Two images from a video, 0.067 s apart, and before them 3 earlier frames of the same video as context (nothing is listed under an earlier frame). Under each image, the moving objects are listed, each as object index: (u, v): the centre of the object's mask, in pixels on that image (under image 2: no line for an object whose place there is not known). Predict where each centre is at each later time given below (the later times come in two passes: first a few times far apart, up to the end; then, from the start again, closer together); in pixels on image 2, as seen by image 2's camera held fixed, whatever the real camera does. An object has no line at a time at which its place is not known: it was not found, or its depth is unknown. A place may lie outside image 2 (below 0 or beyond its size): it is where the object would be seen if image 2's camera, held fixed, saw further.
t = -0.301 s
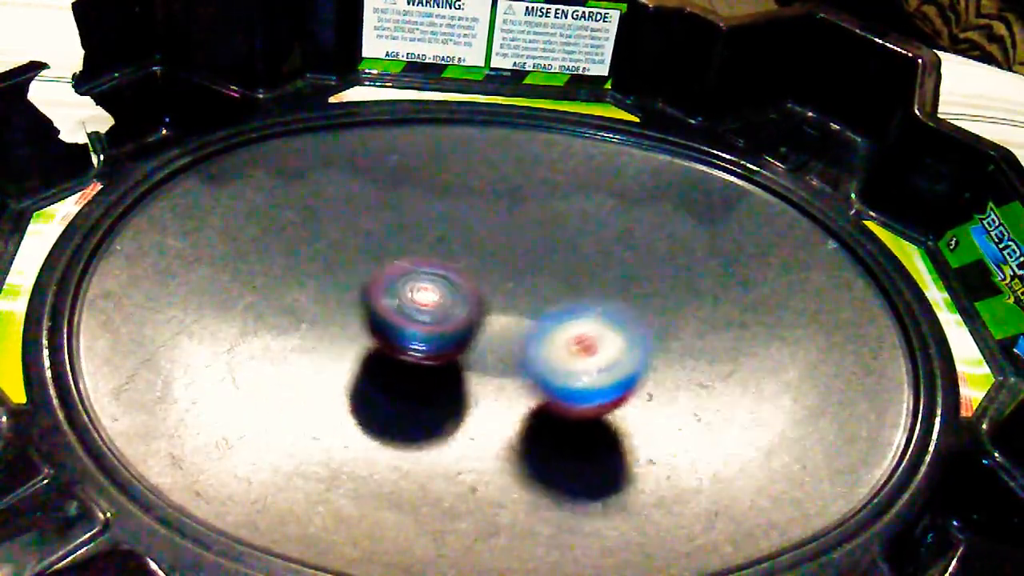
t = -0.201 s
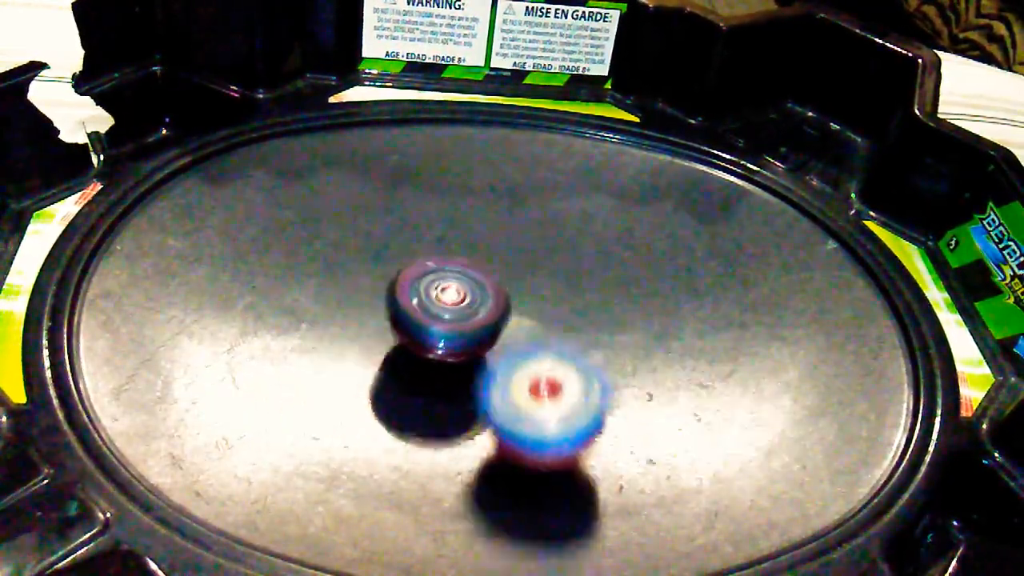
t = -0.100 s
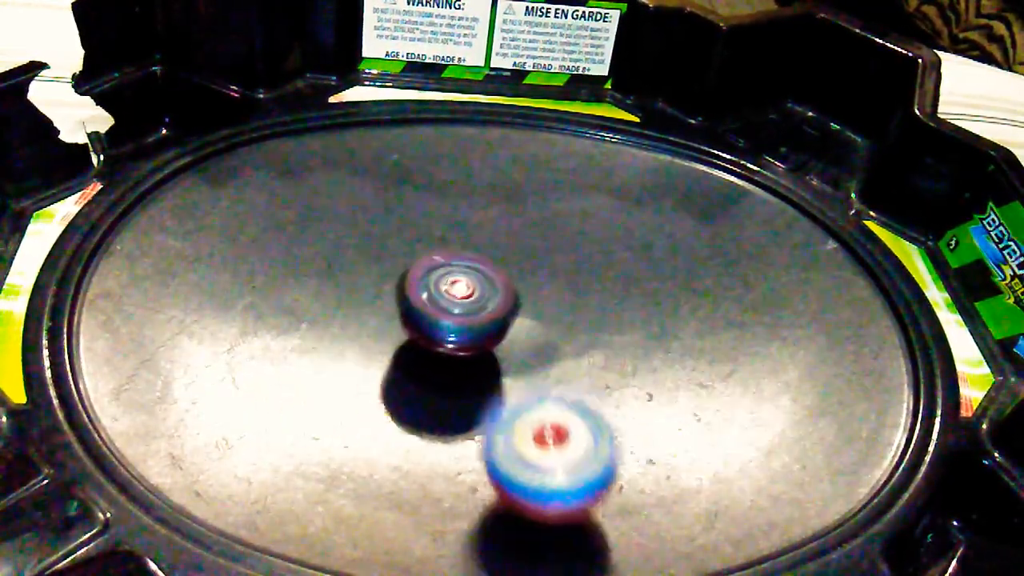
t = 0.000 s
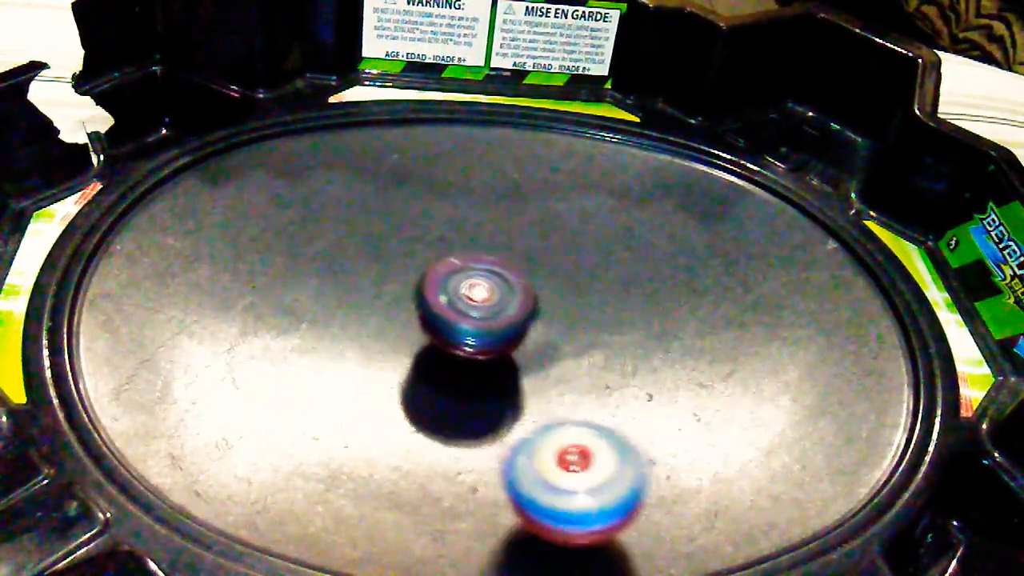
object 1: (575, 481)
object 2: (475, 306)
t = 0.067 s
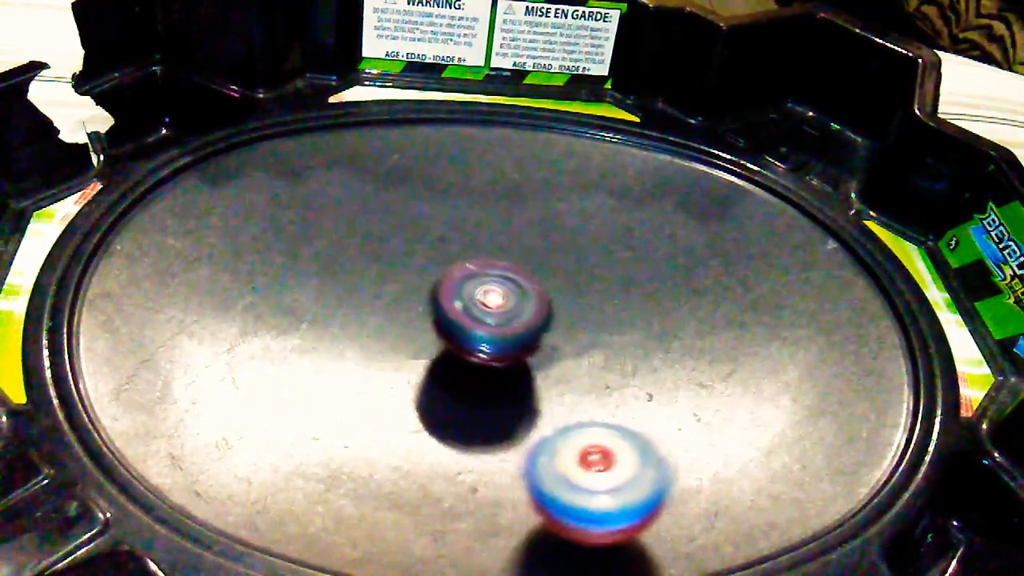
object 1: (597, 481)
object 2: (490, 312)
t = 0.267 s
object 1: (638, 429)
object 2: (538, 346)
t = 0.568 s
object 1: (637, 405)
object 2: (499, 264)
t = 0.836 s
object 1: (438, 337)
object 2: (521, 269)
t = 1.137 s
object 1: (256, 357)
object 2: (492, 341)
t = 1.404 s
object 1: (294, 417)
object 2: (452, 373)
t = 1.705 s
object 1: (383, 377)
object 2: (520, 357)
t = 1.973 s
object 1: (344, 266)
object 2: (576, 354)
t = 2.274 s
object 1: (295, 256)
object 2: (569, 332)
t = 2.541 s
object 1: (404, 299)
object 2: (547, 300)
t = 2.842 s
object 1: (452, 327)
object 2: (676, 300)
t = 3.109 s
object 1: (496, 333)
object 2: (658, 351)
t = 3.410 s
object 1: (452, 319)
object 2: (660, 378)
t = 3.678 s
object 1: (428, 316)
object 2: (574, 345)
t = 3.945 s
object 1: (379, 314)
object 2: (545, 309)
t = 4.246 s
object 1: (387, 328)
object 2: (515, 283)
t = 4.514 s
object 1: (404, 347)
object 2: (533, 250)
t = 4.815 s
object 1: (455, 344)
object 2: (553, 282)
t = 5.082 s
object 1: (426, 362)
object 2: (619, 283)
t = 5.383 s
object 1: (456, 343)
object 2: (594, 334)
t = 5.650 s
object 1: (409, 321)
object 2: (579, 351)
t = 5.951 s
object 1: (319, 276)
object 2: (614, 367)
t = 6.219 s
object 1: (279, 271)
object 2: (636, 377)
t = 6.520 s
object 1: (369, 300)
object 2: (576, 331)
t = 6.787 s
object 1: (456, 319)
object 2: (584, 287)
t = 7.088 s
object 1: (502, 356)
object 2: (601, 283)
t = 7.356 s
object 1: (531, 396)
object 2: (566, 292)
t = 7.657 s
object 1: (528, 423)
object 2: (524, 296)
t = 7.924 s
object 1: (507, 402)
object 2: (447, 302)
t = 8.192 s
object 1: (496, 384)
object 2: (406, 297)
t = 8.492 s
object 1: (531, 362)
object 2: (373, 298)
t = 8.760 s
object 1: (521, 325)
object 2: (368, 329)
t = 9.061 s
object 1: (507, 336)
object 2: (360, 353)
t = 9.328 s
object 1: (662, 291)
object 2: (300, 351)
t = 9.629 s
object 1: (583, 265)
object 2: (410, 356)
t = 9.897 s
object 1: (552, 238)
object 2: (415, 431)
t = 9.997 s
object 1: (540, 235)
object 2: (411, 435)
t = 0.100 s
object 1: (607, 478)
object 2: (498, 316)
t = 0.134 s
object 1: (616, 473)
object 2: (506, 322)
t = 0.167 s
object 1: (626, 467)
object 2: (513, 328)
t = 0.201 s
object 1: (633, 457)
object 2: (522, 333)
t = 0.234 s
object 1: (637, 445)
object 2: (530, 339)
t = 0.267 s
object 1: (638, 429)
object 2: (538, 346)
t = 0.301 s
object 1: (641, 423)
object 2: (539, 348)
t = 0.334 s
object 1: (661, 433)
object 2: (527, 331)
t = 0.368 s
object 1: (675, 441)
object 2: (516, 316)
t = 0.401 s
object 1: (681, 443)
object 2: (509, 304)
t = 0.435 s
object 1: (681, 441)
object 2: (505, 293)
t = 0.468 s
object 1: (676, 437)
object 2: (502, 284)
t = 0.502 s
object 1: (664, 427)
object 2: (500, 275)
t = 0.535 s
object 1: (652, 416)
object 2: (499, 269)
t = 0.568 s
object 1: (637, 405)
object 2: (499, 264)
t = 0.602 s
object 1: (620, 392)
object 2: (500, 260)
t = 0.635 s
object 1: (600, 382)
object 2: (502, 257)
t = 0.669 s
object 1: (576, 372)
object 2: (504, 255)
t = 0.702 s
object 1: (552, 363)
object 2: (507, 255)
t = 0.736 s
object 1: (518, 354)
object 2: (510, 255)
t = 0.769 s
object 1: (497, 350)
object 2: (514, 257)
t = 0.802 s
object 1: (471, 344)
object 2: (519, 262)
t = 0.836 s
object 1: (438, 337)
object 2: (521, 269)
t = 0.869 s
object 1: (410, 331)
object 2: (521, 278)
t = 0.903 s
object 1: (381, 328)
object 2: (522, 286)
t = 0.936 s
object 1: (355, 327)
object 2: (521, 295)
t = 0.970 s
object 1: (332, 327)
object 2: (518, 302)
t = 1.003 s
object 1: (310, 329)
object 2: (514, 309)
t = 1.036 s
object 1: (291, 332)
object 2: (509, 317)
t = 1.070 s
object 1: (277, 338)
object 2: (504, 324)
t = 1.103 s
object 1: (265, 346)
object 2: (498, 332)
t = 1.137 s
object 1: (256, 357)
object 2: (492, 341)
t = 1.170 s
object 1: (253, 367)
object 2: (487, 348)
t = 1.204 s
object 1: (252, 377)
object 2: (479, 355)
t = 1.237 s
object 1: (257, 387)
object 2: (471, 362)
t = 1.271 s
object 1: (265, 396)
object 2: (463, 368)
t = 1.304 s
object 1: (279, 404)
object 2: (454, 373)
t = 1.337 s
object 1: (296, 407)
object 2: (443, 379)
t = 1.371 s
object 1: (304, 409)
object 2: (441, 379)
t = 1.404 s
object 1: (294, 417)
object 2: (452, 373)
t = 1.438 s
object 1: (291, 421)
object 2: (463, 368)
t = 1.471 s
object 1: (294, 424)
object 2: (474, 363)
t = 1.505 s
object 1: (302, 424)
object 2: (483, 360)
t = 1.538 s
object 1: (314, 422)
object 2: (490, 357)
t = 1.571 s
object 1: (328, 415)
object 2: (498, 356)
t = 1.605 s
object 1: (342, 409)
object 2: (505, 355)
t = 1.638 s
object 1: (356, 398)
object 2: (510, 355)
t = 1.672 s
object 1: (370, 388)
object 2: (516, 356)
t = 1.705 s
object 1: (383, 377)
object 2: (520, 357)
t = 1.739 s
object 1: (392, 365)
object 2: (524, 356)
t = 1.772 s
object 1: (392, 350)
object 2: (532, 356)
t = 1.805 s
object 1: (386, 335)
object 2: (545, 356)
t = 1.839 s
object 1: (377, 319)
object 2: (556, 356)
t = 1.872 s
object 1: (369, 303)
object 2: (564, 356)
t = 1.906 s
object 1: (361, 289)
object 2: (570, 356)
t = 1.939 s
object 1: (353, 277)
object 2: (574, 355)
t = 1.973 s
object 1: (344, 266)
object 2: (576, 354)
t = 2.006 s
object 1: (334, 258)
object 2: (577, 353)
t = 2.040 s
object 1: (325, 251)
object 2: (578, 352)
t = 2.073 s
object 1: (315, 246)
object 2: (578, 350)
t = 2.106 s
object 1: (305, 244)
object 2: (577, 347)
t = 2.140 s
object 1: (297, 245)
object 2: (576, 345)
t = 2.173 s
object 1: (292, 246)
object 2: (575, 342)
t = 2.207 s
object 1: (290, 248)
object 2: (573, 339)
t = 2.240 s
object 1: (292, 252)
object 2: (571, 335)
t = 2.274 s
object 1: (295, 256)
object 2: (569, 332)
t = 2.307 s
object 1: (303, 262)
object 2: (566, 330)
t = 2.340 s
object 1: (312, 268)
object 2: (563, 327)
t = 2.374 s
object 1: (324, 275)
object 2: (558, 323)
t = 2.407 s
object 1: (337, 281)
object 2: (555, 318)
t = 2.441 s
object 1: (353, 287)
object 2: (552, 313)
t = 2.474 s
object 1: (371, 292)
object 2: (551, 308)
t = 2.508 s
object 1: (388, 296)
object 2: (549, 304)
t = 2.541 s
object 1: (404, 299)
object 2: (547, 300)
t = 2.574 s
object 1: (422, 302)
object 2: (546, 296)
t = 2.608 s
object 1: (422, 305)
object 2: (560, 289)
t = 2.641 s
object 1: (414, 308)
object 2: (580, 284)
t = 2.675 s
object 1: (411, 311)
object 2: (601, 282)
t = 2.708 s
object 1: (412, 314)
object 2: (619, 281)
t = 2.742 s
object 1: (416, 317)
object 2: (635, 283)
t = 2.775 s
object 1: (432, 323)
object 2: (661, 290)
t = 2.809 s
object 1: (441, 325)
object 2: (670, 295)
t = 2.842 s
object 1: (452, 327)
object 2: (676, 300)
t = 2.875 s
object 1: (463, 329)
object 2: (680, 306)
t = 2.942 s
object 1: (484, 333)
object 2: (678, 319)
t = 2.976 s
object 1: (494, 334)
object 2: (673, 326)
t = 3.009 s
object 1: (502, 334)
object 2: (665, 333)
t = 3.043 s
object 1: (511, 335)
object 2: (655, 339)
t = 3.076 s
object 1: (514, 336)
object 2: (646, 344)
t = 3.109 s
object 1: (496, 333)
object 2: (658, 351)
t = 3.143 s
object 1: (478, 332)
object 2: (672, 356)
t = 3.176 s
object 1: (462, 329)
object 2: (681, 361)
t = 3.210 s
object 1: (451, 325)
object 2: (687, 366)
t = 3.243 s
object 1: (446, 323)
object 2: (690, 371)
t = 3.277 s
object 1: (445, 322)
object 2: (690, 374)
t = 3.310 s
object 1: (447, 321)
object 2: (686, 376)
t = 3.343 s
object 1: (448, 320)
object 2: (679, 378)
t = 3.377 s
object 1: (450, 319)
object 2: (670, 378)
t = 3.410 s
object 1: (452, 319)
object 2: (660, 378)
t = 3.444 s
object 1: (453, 319)
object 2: (647, 375)
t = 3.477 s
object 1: (454, 320)
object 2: (634, 372)
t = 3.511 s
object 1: (456, 320)
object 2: (619, 368)
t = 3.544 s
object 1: (456, 321)
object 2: (604, 363)
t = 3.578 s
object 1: (457, 322)
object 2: (588, 358)
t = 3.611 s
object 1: (451, 320)
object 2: (582, 352)
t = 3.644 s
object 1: (437, 317)
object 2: (579, 349)
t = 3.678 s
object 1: (428, 316)
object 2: (574, 345)
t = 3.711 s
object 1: (421, 314)
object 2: (567, 342)
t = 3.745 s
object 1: (417, 314)
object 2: (558, 338)
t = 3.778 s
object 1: (414, 313)
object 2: (548, 332)
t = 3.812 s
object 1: (412, 313)
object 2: (541, 327)
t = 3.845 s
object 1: (403, 312)
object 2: (541, 322)
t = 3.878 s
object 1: (392, 312)
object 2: (543, 318)
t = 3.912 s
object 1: (385, 313)
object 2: (545, 313)
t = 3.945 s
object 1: (379, 314)
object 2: (545, 309)
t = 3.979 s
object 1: (376, 316)
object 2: (544, 305)
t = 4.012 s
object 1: (373, 318)
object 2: (543, 302)
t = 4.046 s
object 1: (372, 319)
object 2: (541, 298)
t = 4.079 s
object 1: (371, 320)
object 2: (538, 295)
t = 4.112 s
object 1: (371, 323)
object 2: (534, 293)
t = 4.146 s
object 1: (372, 324)
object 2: (530, 290)
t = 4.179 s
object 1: (376, 326)
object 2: (526, 288)
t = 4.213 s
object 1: (381, 327)
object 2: (520, 285)
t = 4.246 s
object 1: (387, 328)
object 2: (515, 283)
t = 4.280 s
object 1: (394, 327)
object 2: (509, 281)
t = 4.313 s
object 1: (403, 327)
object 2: (505, 278)
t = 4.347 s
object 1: (411, 328)
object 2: (502, 274)
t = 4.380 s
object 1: (410, 332)
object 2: (502, 270)
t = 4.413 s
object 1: (407, 337)
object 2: (509, 263)
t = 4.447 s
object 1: (404, 341)
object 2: (517, 257)
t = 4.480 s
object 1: (404, 344)
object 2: (525, 254)
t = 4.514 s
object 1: (404, 347)
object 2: (533, 250)
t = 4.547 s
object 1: (407, 348)
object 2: (539, 250)
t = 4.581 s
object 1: (410, 349)
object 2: (544, 250)
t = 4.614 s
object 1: (415, 349)
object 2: (548, 253)
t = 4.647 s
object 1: (420, 349)
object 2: (552, 256)
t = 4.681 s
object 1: (426, 348)
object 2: (554, 260)
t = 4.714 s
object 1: (432, 347)
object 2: (555, 265)
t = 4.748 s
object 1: (440, 347)
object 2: (555, 270)
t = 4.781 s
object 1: (448, 345)
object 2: (555, 276)
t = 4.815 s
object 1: (455, 344)
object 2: (553, 282)
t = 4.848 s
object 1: (461, 342)
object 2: (552, 286)
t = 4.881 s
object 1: (461, 346)
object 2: (555, 287)
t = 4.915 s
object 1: (449, 354)
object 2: (566, 284)
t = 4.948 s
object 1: (438, 358)
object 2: (581, 279)
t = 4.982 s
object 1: (432, 361)
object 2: (592, 278)
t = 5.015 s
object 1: (427, 361)
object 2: (603, 279)
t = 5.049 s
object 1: (426, 362)
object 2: (612, 281)
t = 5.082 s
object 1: (426, 362)
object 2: (619, 283)
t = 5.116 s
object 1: (426, 361)
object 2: (624, 287)
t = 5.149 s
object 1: (428, 360)
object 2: (628, 291)
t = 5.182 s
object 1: (431, 359)
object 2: (629, 297)
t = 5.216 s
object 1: (435, 357)
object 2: (628, 303)
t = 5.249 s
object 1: (439, 354)
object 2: (626, 309)
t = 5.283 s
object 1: (443, 352)
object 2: (620, 316)
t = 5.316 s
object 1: (447, 348)
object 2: (614, 322)
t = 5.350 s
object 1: (452, 346)
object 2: (605, 328)
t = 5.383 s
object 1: (456, 343)
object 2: (594, 334)
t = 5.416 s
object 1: (456, 340)
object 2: (586, 337)
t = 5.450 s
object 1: (441, 338)
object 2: (591, 339)
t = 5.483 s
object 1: (430, 335)
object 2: (593, 342)
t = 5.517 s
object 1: (422, 332)
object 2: (594, 344)
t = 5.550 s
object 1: (418, 330)
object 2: (593, 346)
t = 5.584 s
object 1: (414, 326)
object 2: (590, 347)
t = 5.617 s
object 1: (411, 324)
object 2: (585, 350)
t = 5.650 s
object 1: (409, 321)
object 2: (579, 351)
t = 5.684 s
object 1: (407, 319)
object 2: (572, 351)
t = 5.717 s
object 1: (407, 317)
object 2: (563, 351)
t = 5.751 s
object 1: (406, 315)
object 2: (553, 351)
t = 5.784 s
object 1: (407, 313)
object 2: (544, 350)
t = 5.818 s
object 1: (407, 312)
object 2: (537, 348)
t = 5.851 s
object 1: (384, 302)
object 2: (555, 353)
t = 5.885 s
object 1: (355, 290)
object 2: (579, 357)
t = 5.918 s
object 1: (333, 281)
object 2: (598, 361)
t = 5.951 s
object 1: (319, 276)
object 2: (614, 367)
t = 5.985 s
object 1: (307, 272)
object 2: (625, 371)
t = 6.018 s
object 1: (298, 270)
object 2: (634, 374)
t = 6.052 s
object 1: (291, 270)
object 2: (639, 377)
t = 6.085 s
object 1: (286, 269)
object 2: (643, 379)
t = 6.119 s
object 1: (282, 269)
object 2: (644, 380)
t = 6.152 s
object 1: (279, 270)
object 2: (643, 380)
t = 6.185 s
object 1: (279, 270)
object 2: (640, 379)
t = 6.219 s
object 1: (279, 271)
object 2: (636, 377)
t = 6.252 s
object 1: (281, 272)
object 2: (631, 373)
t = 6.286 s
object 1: (286, 274)
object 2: (625, 370)
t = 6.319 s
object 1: (293, 278)
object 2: (619, 365)
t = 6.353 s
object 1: (302, 281)
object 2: (612, 360)
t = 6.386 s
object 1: (312, 285)
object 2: (604, 355)
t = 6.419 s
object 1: (325, 288)
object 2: (597, 348)
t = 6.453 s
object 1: (339, 292)
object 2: (590, 343)
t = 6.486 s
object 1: (354, 296)
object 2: (583, 337)
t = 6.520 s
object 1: (369, 300)
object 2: (576, 331)
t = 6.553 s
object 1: (386, 303)
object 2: (571, 324)
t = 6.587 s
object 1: (402, 307)
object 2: (564, 319)
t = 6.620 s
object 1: (420, 310)
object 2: (557, 312)
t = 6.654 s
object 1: (432, 313)
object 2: (556, 305)
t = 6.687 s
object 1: (435, 314)
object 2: (566, 298)
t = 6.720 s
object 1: (440, 317)
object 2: (574, 293)
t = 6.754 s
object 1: (448, 318)
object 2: (580, 290)
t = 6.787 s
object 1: (456, 319)
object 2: (584, 287)
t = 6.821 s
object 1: (465, 321)
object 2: (588, 286)
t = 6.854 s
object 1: (473, 321)
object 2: (589, 284)
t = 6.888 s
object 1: (481, 323)
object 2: (591, 284)
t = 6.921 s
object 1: (488, 326)
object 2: (591, 283)
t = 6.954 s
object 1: (495, 329)
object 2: (591, 283)
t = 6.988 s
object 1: (495, 337)
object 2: (593, 281)
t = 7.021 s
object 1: (496, 344)
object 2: (597, 281)
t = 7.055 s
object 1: (498, 350)
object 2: (600, 282)
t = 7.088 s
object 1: (502, 356)
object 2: (601, 283)
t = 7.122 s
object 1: (506, 361)
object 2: (601, 285)
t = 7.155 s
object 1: (509, 365)
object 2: (599, 288)
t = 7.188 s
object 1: (514, 368)
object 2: (596, 290)
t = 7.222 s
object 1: (517, 371)
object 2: (592, 292)
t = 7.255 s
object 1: (524, 377)
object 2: (586, 294)
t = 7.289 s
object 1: (530, 379)
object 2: (579, 295)
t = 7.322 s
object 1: (532, 385)
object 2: (571, 295)
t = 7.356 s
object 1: (531, 396)
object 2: (566, 292)
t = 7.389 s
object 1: (531, 404)
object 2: (564, 289)
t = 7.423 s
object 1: (531, 411)
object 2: (562, 287)
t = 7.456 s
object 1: (532, 415)
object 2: (558, 286)
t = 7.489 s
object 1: (533, 418)
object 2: (556, 285)
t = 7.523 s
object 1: (533, 420)
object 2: (550, 286)
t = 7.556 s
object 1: (533, 421)
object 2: (545, 289)
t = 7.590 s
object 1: (532, 422)
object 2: (539, 292)
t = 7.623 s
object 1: (530, 423)
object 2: (532, 293)
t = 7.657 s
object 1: (528, 423)
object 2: (524, 296)
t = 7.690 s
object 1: (525, 421)
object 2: (515, 298)
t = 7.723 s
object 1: (521, 418)
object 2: (505, 301)
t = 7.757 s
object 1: (517, 414)
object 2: (496, 302)
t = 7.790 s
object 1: (514, 408)
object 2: (485, 304)
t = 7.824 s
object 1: (510, 401)
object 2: (476, 303)
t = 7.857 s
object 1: (509, 402)
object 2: (464, 305)
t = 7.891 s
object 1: (509, 402)
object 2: (455, 303)
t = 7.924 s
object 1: (507, 402)
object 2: (447, 302)
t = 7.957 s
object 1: (504, 400)
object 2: (441, 301)
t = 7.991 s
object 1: (500, 398)
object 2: (435, 301)
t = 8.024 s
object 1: (496, 393)
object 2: (430, 301)
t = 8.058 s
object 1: (493, 389)
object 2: (425, 301)
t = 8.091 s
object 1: (493, 389)
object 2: (418, 299)
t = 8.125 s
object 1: (494, 389)
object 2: (413, 298)
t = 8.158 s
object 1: (496, 386)
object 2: (409, 298)
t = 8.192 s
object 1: (496, 384)
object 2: (406, 297)
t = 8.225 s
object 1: (497, 380)
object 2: (402, 298)
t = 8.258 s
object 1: (496, 375)
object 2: (400, 300)
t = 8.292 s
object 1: (499, 371)
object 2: (396, 301)
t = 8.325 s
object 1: (507, 371)
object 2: (387, 298)
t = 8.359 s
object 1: (514, 371)
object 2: (381, 295)
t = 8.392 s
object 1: (520, 370)
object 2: (376, 294)
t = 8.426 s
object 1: (525, 368)
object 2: (375, 294)
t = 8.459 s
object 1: (528, 365)
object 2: (374, 295)
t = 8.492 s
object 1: (531, 362)
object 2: (373, 298)
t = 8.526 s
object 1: (532, 356)
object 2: (374, 302)
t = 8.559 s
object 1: (534, 353)
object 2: (375, 305)
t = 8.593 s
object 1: (533, 347)
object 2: (376, 309)
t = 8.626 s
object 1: (530, 341)
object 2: (378, 313)
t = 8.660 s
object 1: (525, 336)
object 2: (380, 317)
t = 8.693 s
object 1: (519, 331)
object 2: (383, 322)
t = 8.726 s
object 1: (517, 327)
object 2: (379, 326)
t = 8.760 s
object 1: (521, 325)
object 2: (368, 329)
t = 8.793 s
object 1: (522, 324)
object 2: (361, 331)
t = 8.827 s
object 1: (522, 323)
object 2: (356, 333)
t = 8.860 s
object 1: (521, 323)
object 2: (353, 336)
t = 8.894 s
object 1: (520, 324)
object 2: (353, 338)
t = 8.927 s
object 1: (516, 326)
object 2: (354, 341)
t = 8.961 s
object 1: (512, 328)
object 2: (357, 344)
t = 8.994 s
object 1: (507, 332)
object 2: (361, 347)
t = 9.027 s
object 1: (502, 335)
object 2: (366, 350)
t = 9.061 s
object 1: (507, 336)
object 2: (360, 353)
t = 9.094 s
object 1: (532, 335)
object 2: (337, 356)
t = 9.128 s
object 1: (557, 334)
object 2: (319, 356)
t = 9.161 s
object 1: (580, 330)
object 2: (306, 355)
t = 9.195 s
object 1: (602, 325)
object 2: (297, 354)
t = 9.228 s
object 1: (623, 319)
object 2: (293, 353)
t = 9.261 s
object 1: (640, 310)
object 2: (293, 352)
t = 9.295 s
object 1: (654, 301)
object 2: (295, 352)
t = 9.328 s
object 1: (662, 291)
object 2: (300, 351)
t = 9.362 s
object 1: (667, 282)
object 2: (307, 351)
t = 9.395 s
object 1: (666, 273)
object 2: (315, 351)
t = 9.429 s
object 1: (662, 266)
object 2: (326, 353)
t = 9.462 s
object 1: (655, 261)
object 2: (338, 353)
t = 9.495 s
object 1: (646, 258)
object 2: (351, 354)
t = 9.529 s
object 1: (633, 258)
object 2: (364, 355)
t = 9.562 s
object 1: (617, 258)
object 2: (379, 356)
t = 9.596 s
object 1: (601, 261)
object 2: (395, 356)
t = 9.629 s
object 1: (583, 265)
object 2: (410, 356)
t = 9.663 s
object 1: (565, 271)
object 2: (425, 356)
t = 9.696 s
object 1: (548, 278)
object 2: (442, 355)
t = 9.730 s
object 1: (534, 282)
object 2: (454, 359)
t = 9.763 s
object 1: (539, 272)
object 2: (448, 382)
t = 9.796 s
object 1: (546, 260)
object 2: (438, 402)
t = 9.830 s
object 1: (550, 251)
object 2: (429, 417)
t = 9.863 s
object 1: (552, 244)
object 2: (421, 426)
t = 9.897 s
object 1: (552, 238)
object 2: (415, 431)
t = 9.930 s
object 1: (549, 235)
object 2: (411, 435)
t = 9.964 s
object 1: (545, 233)
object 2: (410, 436)
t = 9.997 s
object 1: (540, 235)
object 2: (411, 435)
